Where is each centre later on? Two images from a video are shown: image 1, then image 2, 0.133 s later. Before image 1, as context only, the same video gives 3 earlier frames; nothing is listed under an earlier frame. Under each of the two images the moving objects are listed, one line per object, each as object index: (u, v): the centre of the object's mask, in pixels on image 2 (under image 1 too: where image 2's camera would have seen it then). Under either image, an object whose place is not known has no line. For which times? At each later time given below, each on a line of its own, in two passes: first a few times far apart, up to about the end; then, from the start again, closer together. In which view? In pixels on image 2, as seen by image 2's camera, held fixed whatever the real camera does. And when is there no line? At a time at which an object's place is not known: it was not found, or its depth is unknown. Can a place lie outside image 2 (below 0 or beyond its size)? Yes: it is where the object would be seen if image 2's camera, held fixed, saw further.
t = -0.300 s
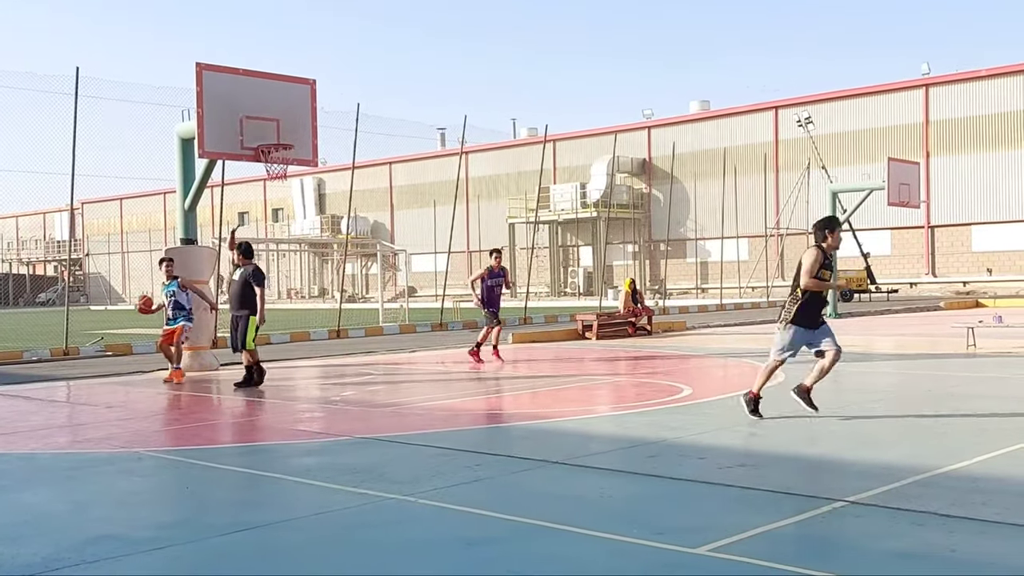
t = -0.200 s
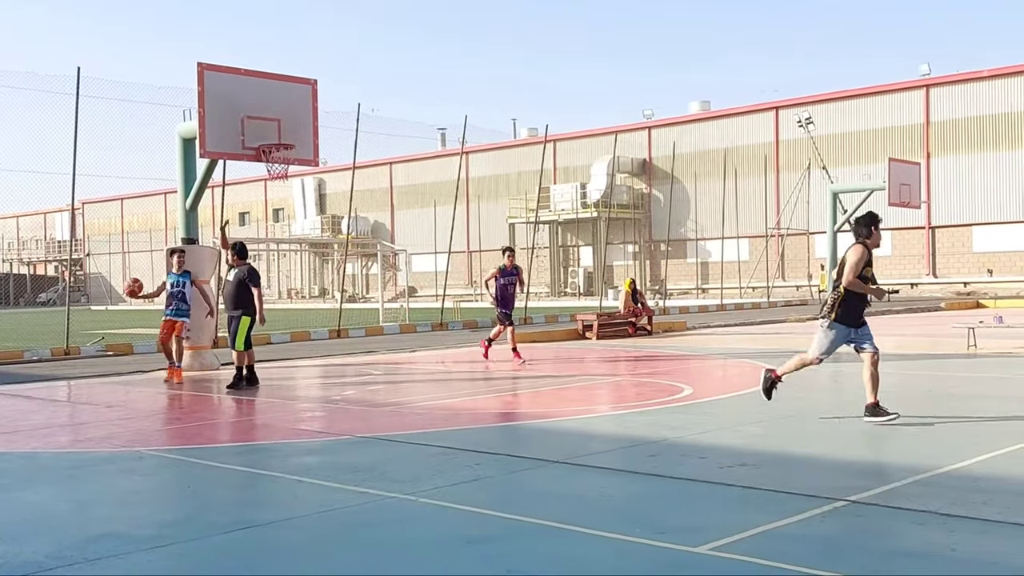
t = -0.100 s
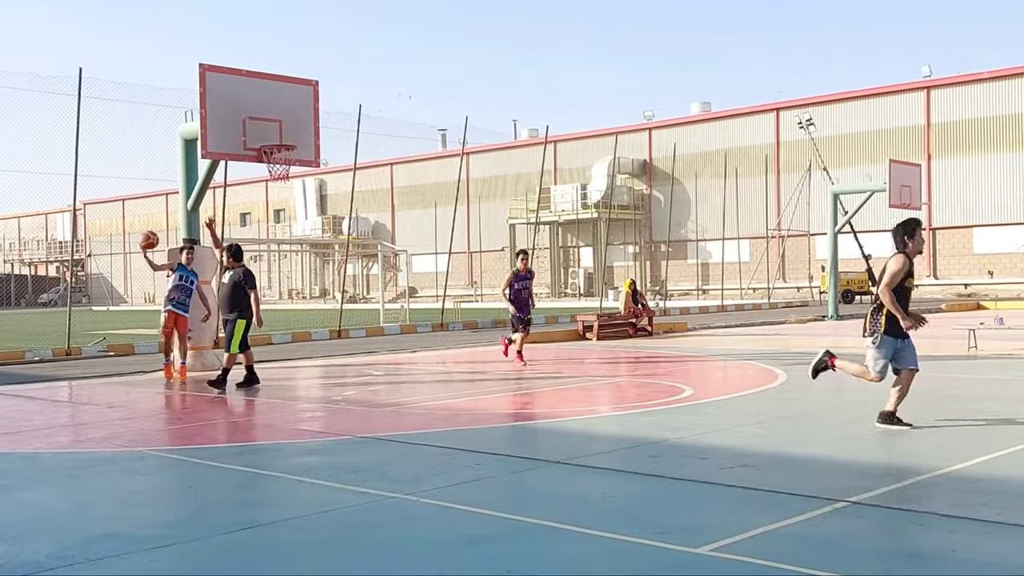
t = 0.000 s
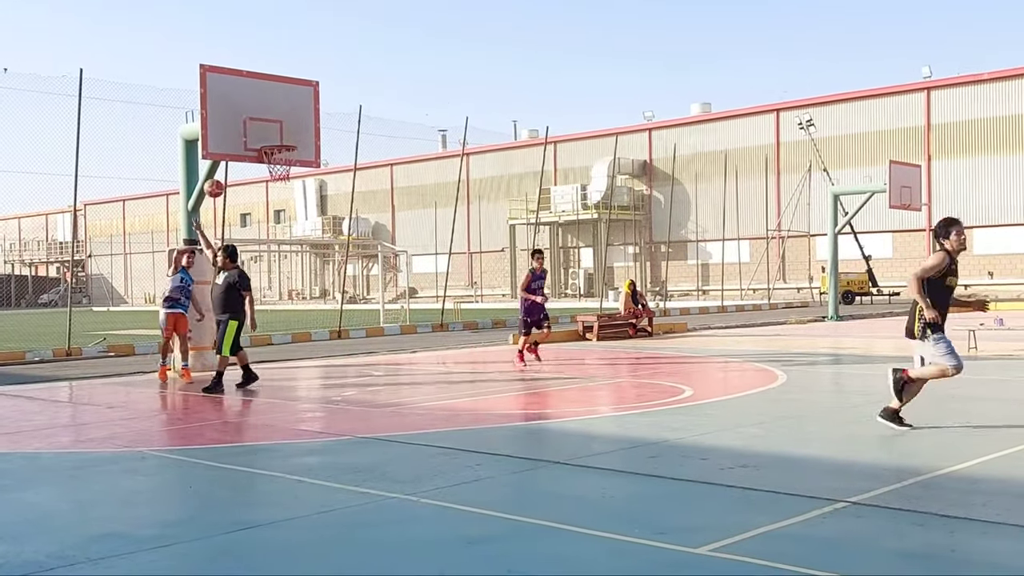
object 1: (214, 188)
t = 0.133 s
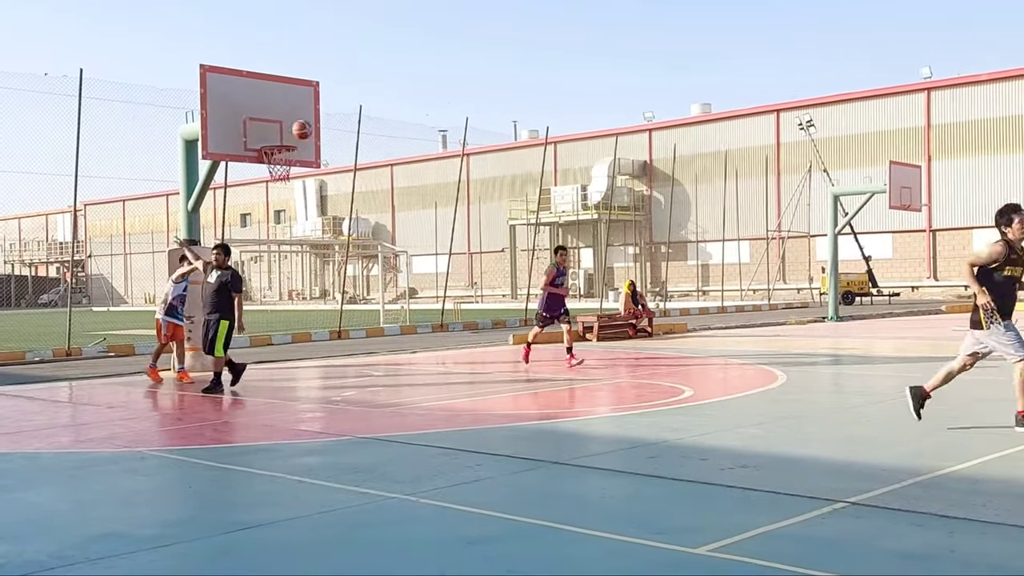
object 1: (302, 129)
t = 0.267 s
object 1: (391, 82)
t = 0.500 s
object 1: (550, 26)
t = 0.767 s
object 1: (740, 10)
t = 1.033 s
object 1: (943, 53)
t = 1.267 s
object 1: (1144, 149)
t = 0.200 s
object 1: (346, 104)
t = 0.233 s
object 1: (369, 92)
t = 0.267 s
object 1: (391, 82)
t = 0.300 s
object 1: (413, 71)
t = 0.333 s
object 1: (436, 62)
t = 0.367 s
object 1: (458, 53)
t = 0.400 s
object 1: (481, 46)
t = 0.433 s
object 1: (504, 38)
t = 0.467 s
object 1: (526, 32)
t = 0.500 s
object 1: (550, 26)
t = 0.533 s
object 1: (572, 21)
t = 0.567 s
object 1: (596, 17)
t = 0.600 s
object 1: (619, 13)
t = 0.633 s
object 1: (643, 11)
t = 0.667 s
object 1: (667, 9)
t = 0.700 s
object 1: (691, 8)
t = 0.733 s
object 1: (716, 9)
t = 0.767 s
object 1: (740, 10)
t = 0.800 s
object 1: (765, 12)
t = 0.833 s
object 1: (790, 15)
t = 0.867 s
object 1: (814, 19)
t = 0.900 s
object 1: (841, 23)
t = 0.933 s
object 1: (865, 29)
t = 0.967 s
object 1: (891, 36)
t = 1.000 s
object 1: (917, 44)
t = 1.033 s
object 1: (943, 53)
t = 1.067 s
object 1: (970, 63)
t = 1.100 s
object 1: (998, 74)
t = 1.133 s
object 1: (1026, 86)
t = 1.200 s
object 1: (1084, 115)
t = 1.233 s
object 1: (1112, 131)
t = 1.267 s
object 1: (1144, 149)
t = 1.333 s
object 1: (1206, 188)
